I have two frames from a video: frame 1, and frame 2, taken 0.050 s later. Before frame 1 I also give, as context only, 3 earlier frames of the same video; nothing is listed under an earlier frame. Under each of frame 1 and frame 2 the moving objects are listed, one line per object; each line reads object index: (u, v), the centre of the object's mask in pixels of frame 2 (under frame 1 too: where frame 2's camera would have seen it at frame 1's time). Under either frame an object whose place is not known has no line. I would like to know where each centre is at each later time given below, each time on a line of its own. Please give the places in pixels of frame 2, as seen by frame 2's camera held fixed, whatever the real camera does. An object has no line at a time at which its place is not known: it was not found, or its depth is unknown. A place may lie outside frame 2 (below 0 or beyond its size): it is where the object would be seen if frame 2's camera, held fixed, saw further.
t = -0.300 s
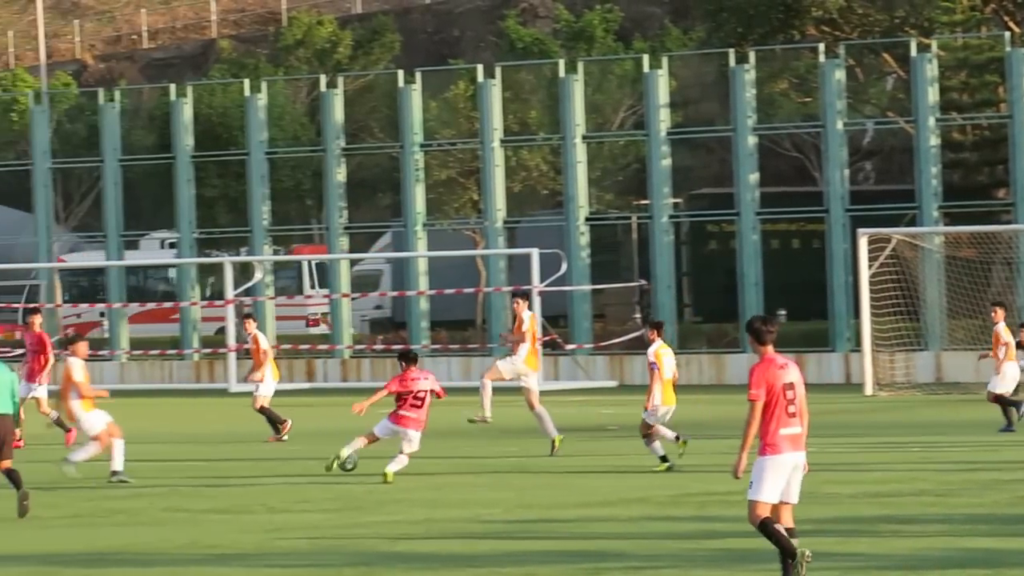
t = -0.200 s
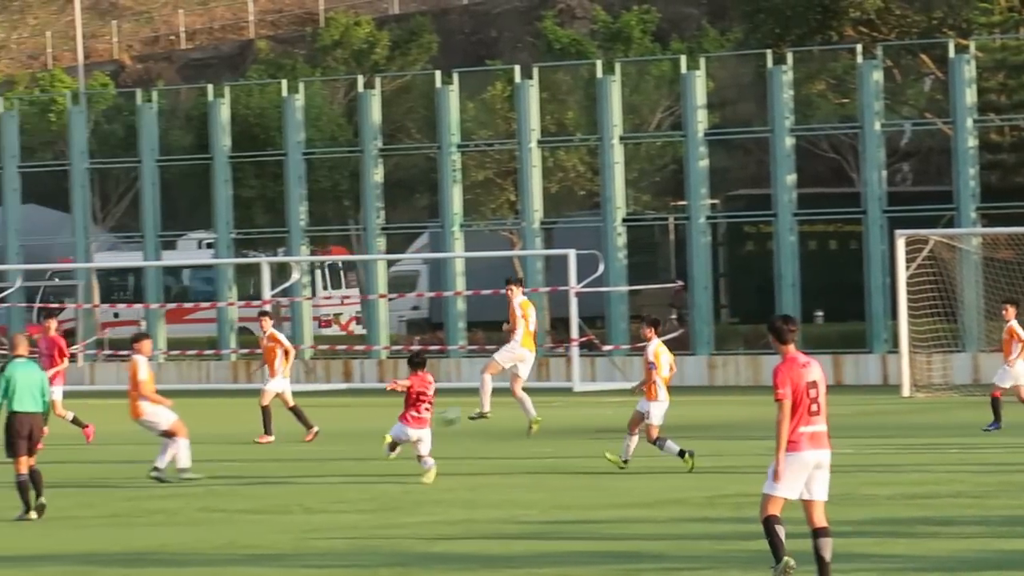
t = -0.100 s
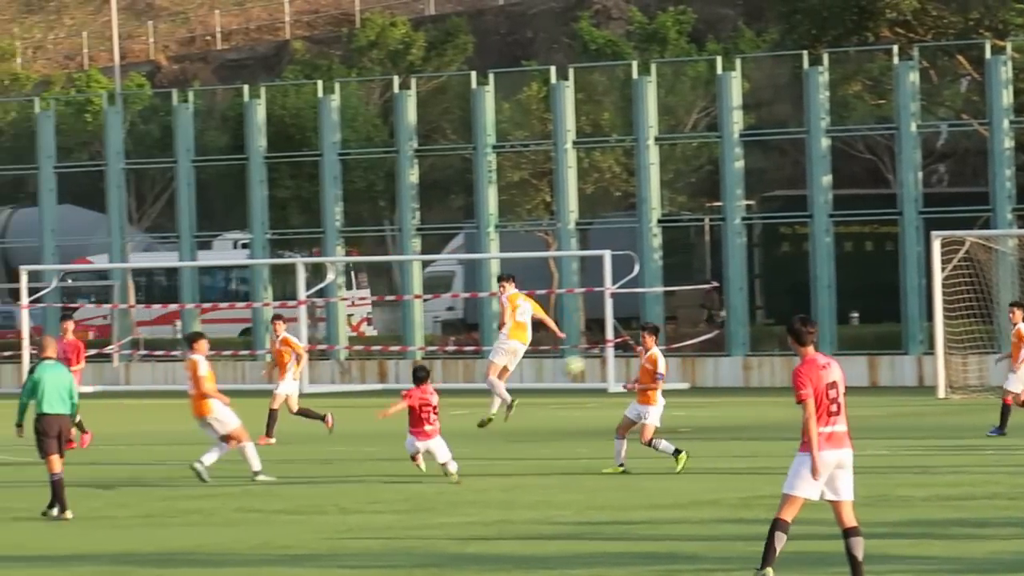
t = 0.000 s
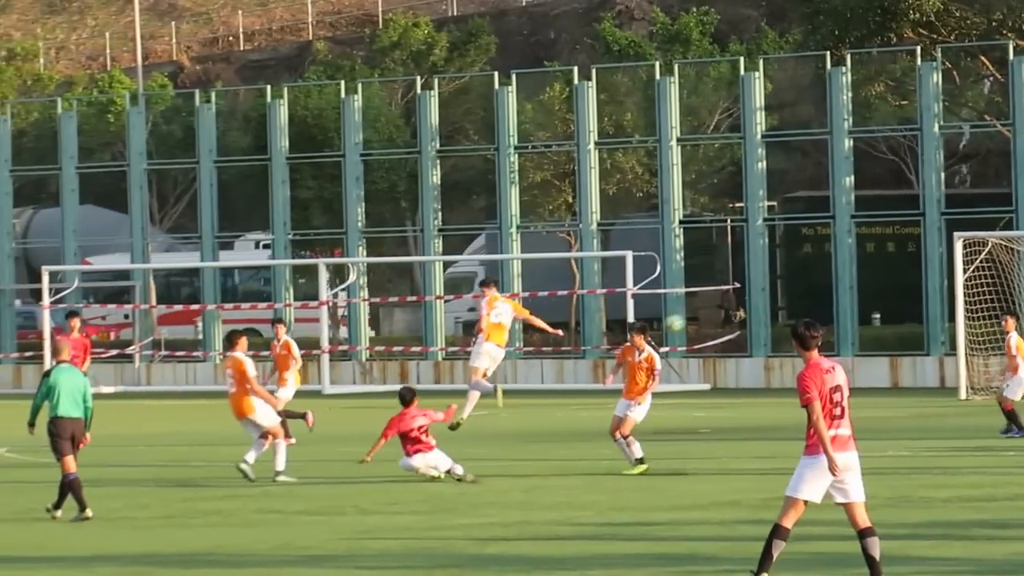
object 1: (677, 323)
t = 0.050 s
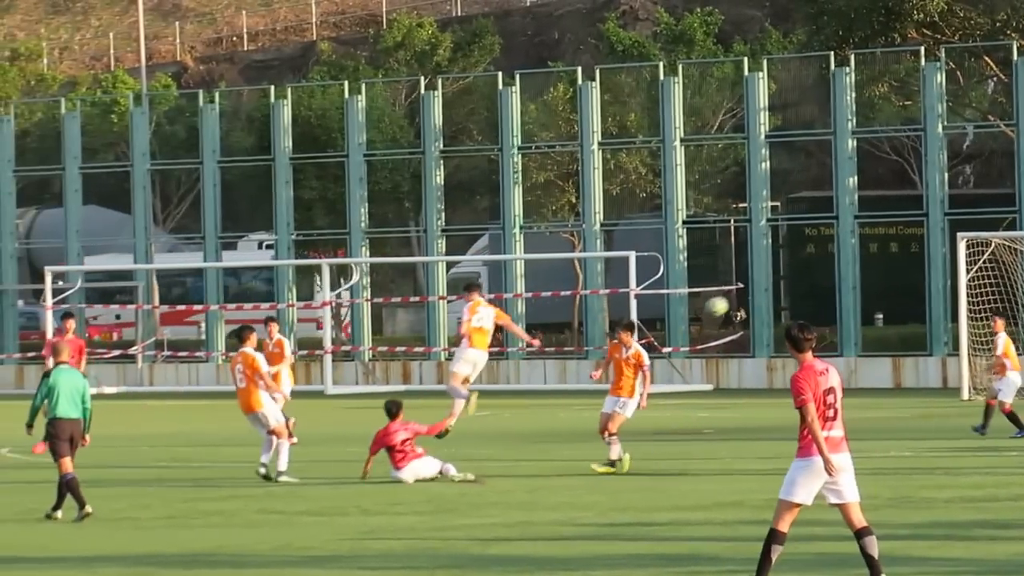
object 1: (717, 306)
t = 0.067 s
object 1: (729, 301)
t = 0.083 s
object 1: (741, 295)
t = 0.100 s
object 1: (754, 289)
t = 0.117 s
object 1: (767, 284)
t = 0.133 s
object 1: (779, 280)
